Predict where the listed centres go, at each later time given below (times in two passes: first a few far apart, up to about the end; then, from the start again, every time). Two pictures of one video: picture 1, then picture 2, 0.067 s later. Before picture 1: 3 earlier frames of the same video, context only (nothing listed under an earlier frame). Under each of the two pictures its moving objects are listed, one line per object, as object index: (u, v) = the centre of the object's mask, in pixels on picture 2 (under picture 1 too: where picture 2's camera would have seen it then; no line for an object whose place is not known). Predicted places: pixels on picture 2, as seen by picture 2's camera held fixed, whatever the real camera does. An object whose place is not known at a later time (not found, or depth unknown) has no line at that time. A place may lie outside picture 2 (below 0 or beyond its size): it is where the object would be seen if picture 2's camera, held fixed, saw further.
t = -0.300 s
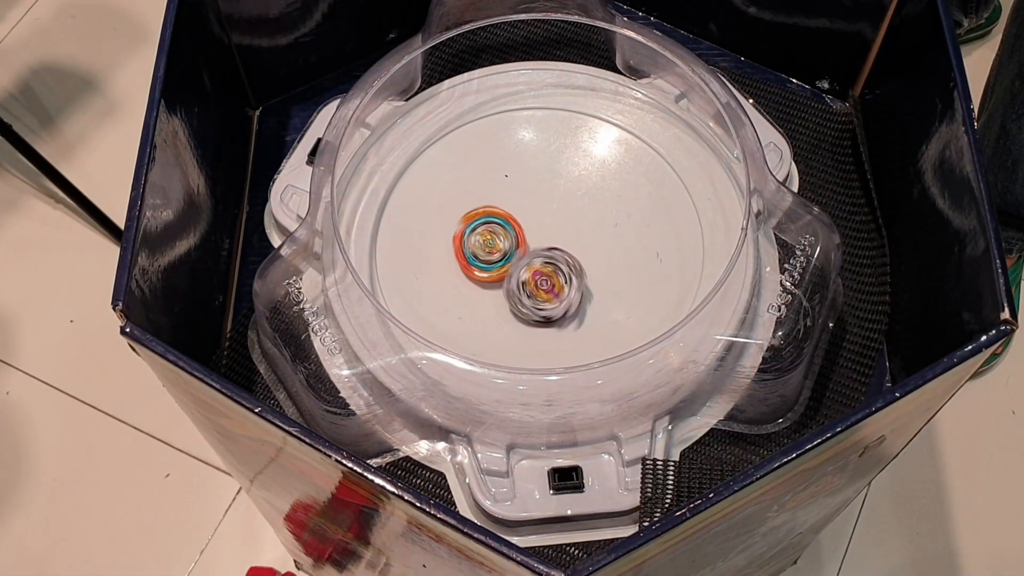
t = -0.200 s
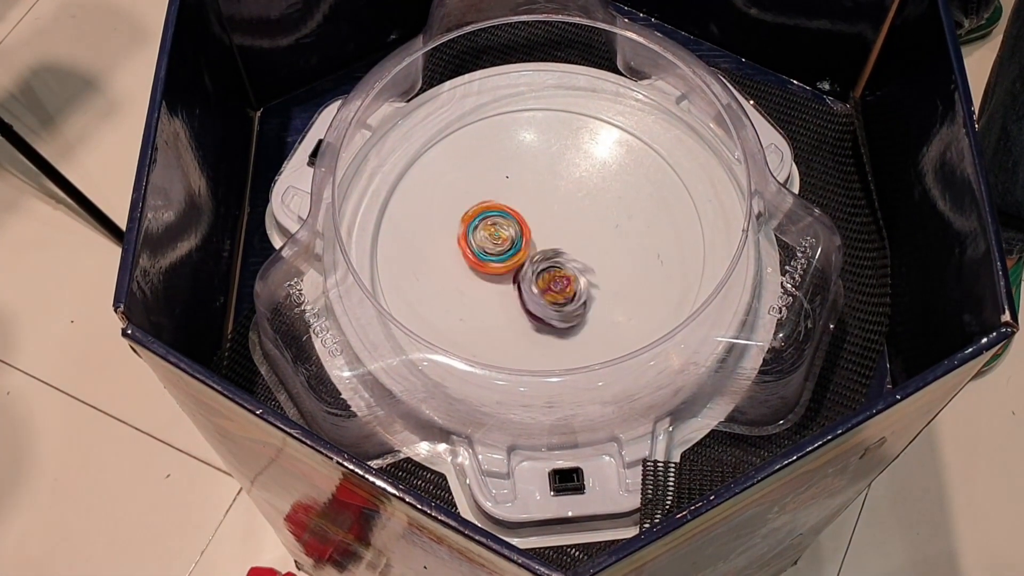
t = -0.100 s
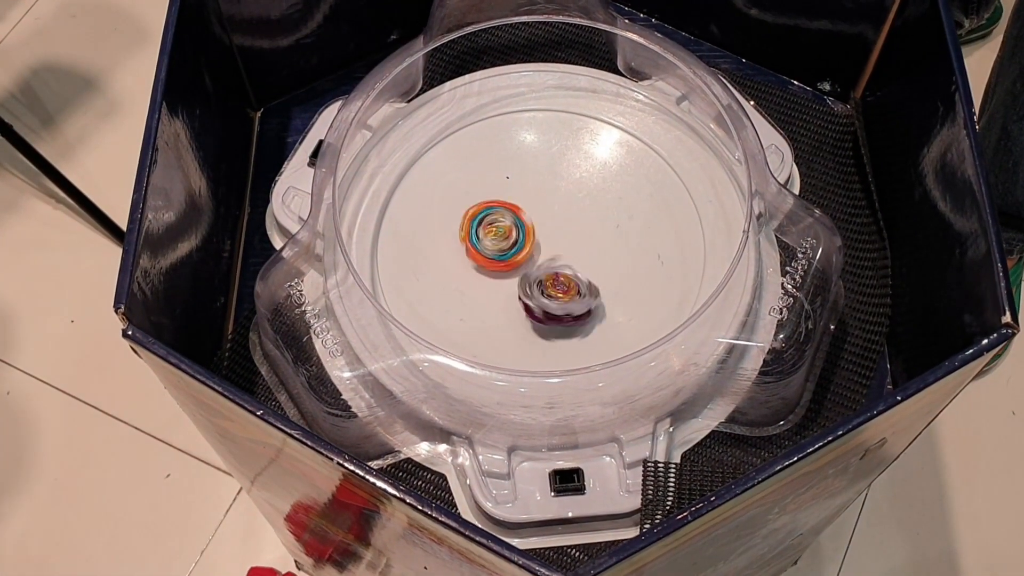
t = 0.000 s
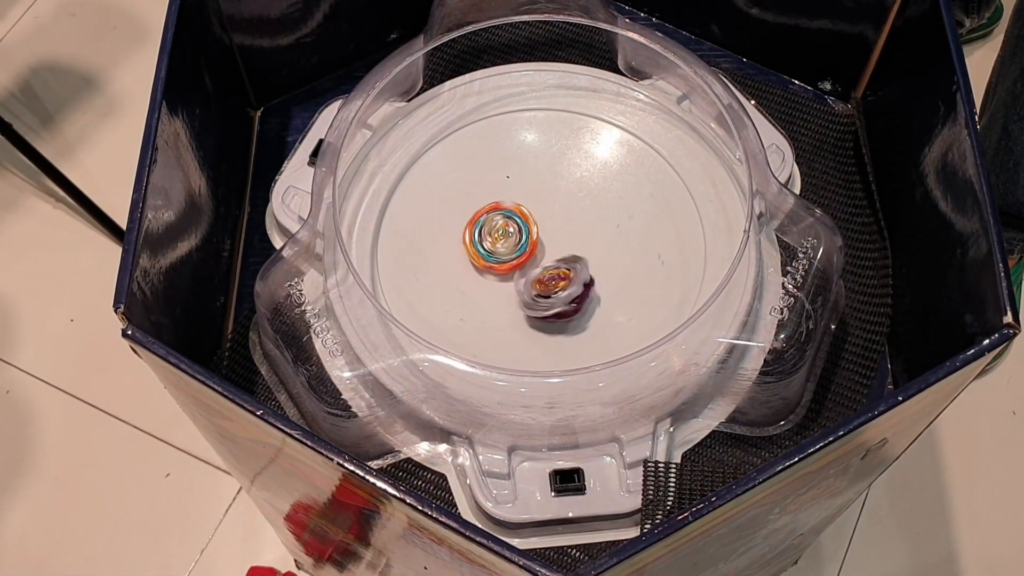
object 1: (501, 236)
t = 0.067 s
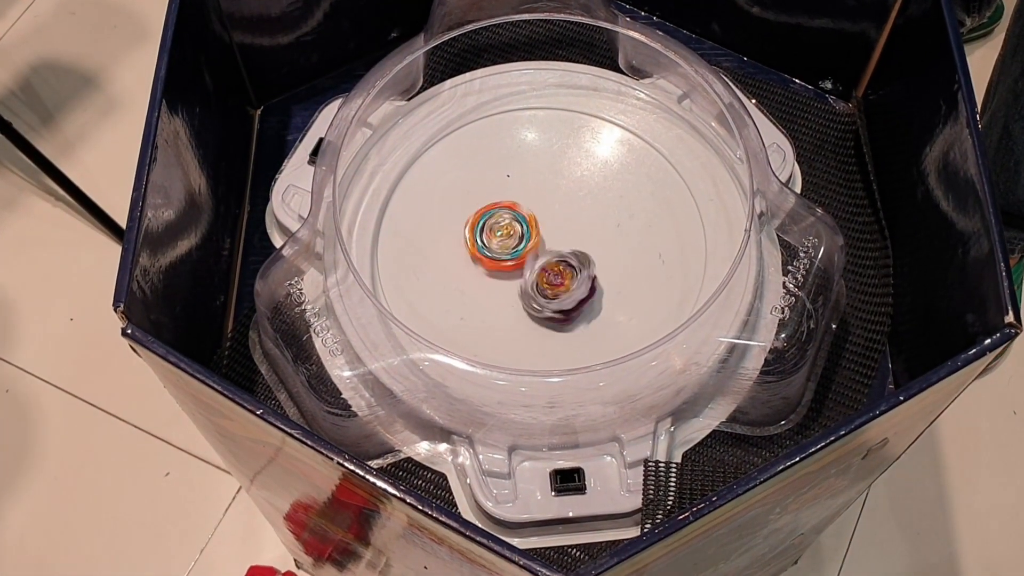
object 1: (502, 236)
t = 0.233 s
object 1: (508, 237)
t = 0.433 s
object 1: (508, 238)
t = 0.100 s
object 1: (501, 232)
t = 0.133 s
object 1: (503, 231)
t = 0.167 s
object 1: (506, 232)
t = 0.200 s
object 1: (507, 236)
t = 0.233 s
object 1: (508, 237)
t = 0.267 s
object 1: (508, 239)
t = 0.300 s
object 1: (508, 240)
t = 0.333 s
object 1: (508, 241)
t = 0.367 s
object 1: (509, 240)
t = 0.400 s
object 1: (508, 241)
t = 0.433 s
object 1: (508, 238)
